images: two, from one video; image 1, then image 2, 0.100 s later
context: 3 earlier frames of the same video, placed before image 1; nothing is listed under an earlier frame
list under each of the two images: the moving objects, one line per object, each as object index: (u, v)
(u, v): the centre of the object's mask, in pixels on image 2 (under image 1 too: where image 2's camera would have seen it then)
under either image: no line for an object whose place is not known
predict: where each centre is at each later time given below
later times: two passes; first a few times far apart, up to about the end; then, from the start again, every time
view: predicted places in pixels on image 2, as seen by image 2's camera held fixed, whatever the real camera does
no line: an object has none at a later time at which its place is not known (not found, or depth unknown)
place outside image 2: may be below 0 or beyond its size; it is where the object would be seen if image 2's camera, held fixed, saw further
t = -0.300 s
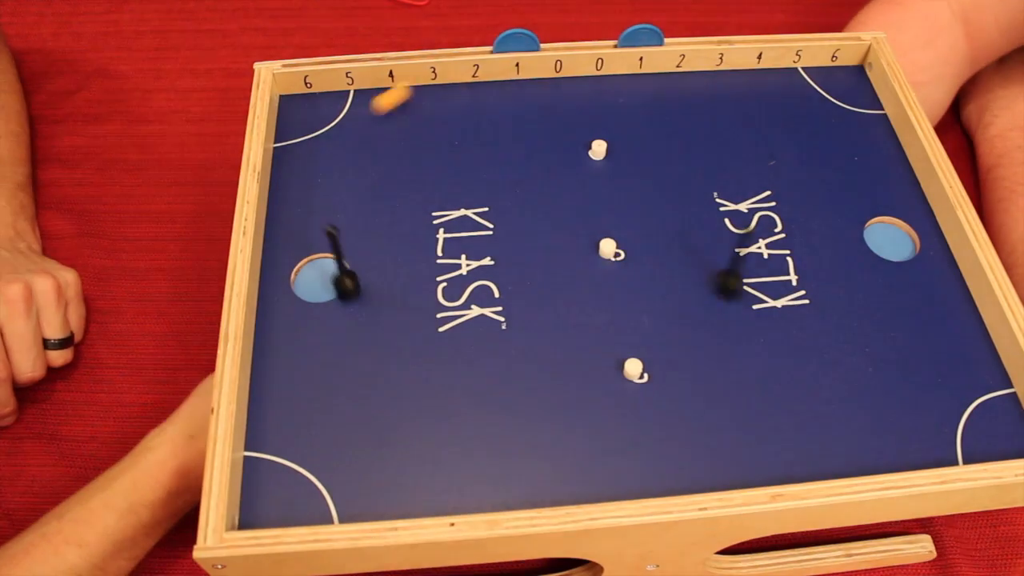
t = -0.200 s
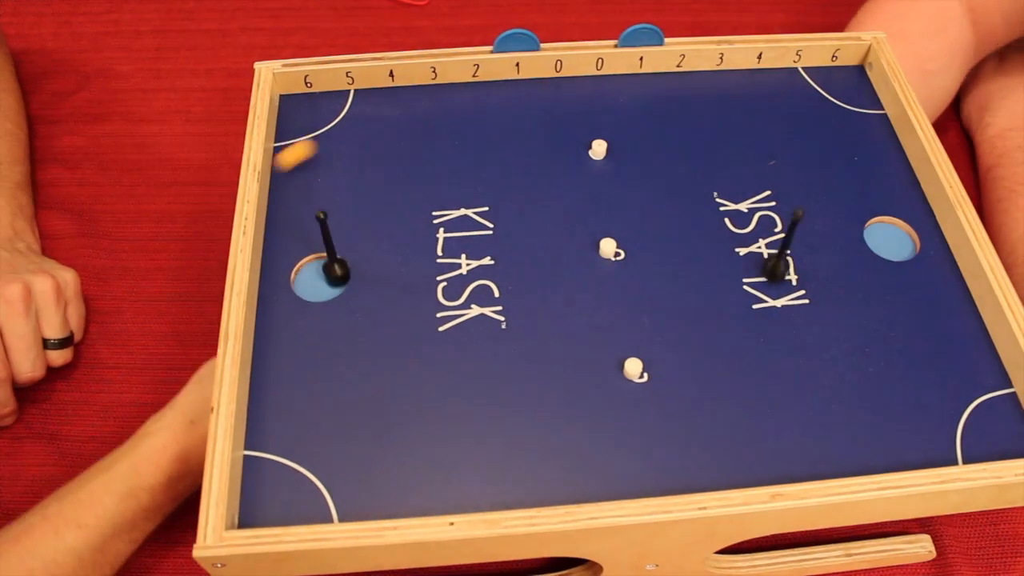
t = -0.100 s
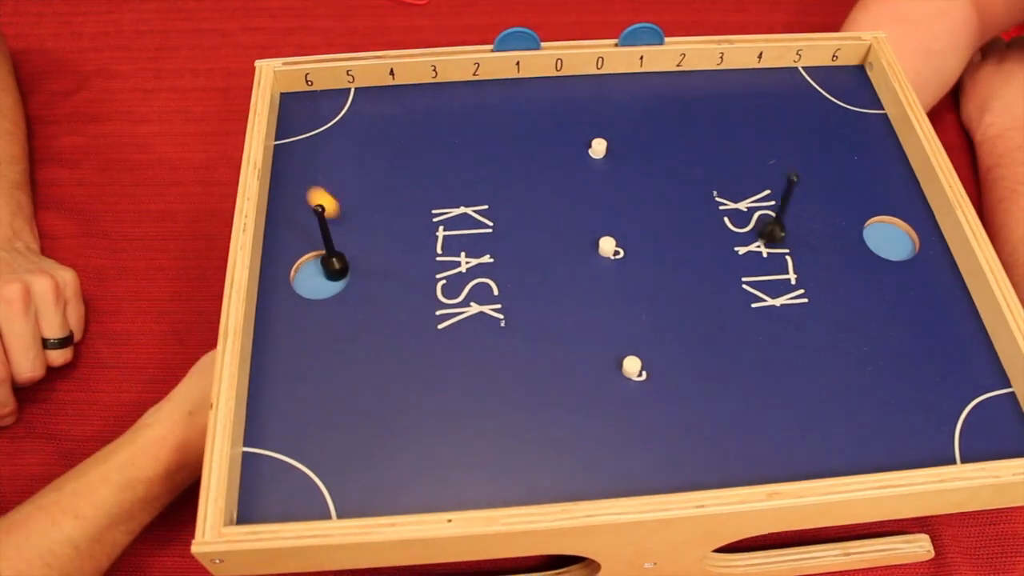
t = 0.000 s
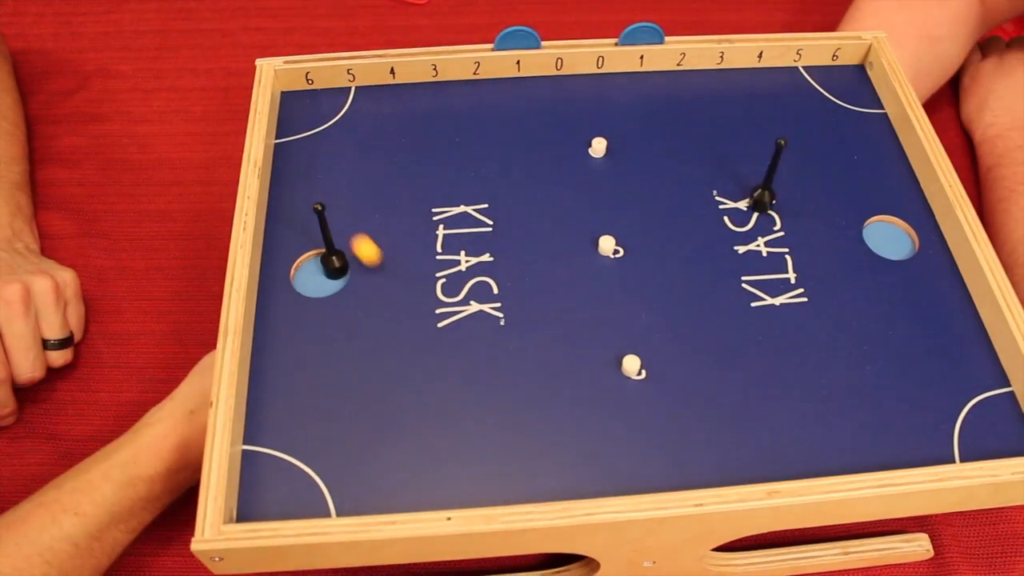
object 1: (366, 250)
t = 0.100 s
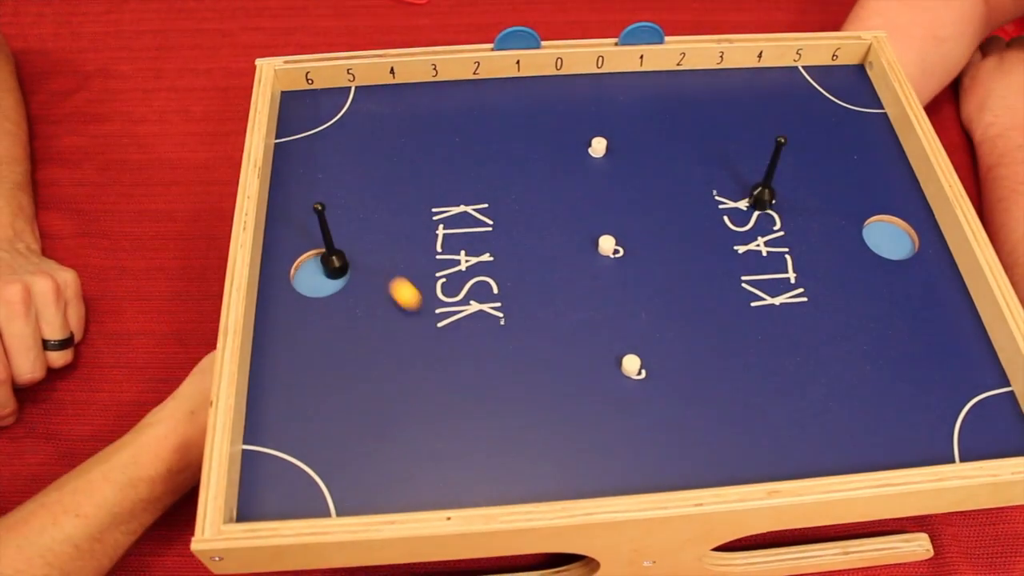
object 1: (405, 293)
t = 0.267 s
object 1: (477, 368)
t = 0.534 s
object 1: (606, 486)
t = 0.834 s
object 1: (729, 428)
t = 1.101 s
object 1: (818, 393)
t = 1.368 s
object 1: (895, 368)
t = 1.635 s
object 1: (961, 352)
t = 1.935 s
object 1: (971, 340)
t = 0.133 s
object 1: (418, 308)
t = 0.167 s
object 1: (432, 323)
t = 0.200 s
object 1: (448, 339)
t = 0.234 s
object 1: (462, 353)
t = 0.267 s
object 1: (477, 368)
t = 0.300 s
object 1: (492, 383)
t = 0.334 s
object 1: (507, 399)
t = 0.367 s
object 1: (523, 414)
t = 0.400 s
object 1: (539, 430)
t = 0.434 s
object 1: (555, 445)
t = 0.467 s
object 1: (572, 461)
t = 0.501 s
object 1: (589, 476)
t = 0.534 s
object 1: (606, 486)
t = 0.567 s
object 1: (623, 480)
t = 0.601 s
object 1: (637, 471)
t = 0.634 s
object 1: (651, 464)
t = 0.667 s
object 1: (665, 458)
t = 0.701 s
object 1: (678, 451)
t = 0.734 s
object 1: (691, 445)
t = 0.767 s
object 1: (705, 440)
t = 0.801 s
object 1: (717, 434)
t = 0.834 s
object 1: (729, 428)
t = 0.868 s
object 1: (741, 423)
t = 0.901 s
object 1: (752, 418)
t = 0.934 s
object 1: (764, 414)
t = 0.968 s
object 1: (775, 409)
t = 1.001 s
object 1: (786, 405)
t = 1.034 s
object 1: (796, 400)
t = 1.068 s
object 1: (807, 397)
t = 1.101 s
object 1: (818, 393)
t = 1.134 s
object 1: (828, 390)
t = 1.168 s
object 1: (838, 386)
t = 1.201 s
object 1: (848, 383)
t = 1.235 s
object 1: (858, 380)
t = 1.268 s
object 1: (867, 377)
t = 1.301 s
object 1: (877, 373)
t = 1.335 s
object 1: (886, 371)
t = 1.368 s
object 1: (895, 368)
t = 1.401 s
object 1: (904, 366)
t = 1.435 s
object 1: (912, 363)
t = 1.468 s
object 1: (921, 361)
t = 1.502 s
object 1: (929, 359)
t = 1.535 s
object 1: (937, 357)
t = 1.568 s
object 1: (945, 355)
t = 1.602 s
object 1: (953, 353)
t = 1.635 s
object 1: (961, 352)
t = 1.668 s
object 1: (969, 350)
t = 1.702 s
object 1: (977, 349)
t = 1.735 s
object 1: (985, 347)
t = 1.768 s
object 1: (988, 346)
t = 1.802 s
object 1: (983, 344)
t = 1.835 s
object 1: (979, 342)
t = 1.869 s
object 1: (976, 341)
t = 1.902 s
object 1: (974, 340)
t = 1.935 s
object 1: (971, 340)
